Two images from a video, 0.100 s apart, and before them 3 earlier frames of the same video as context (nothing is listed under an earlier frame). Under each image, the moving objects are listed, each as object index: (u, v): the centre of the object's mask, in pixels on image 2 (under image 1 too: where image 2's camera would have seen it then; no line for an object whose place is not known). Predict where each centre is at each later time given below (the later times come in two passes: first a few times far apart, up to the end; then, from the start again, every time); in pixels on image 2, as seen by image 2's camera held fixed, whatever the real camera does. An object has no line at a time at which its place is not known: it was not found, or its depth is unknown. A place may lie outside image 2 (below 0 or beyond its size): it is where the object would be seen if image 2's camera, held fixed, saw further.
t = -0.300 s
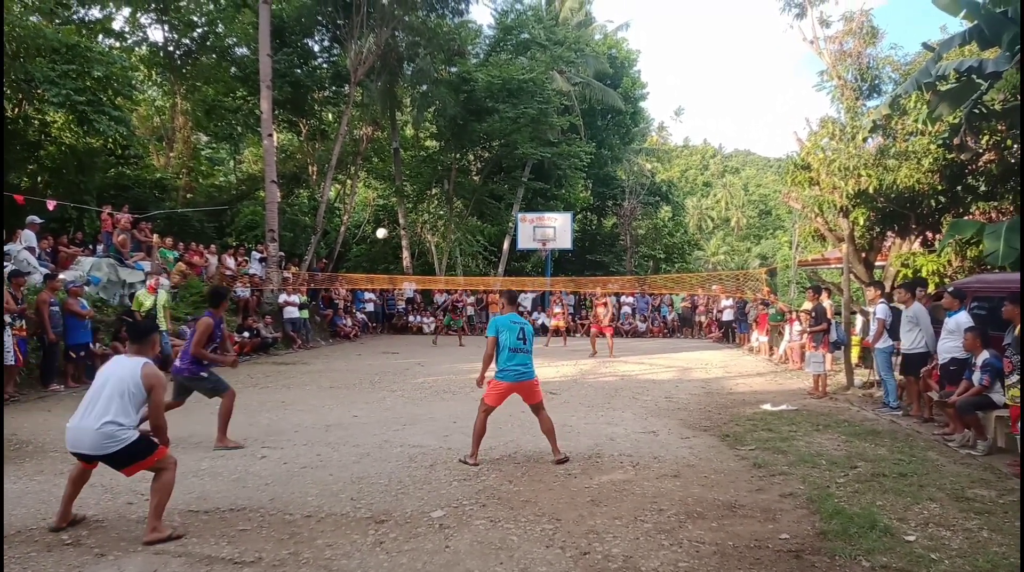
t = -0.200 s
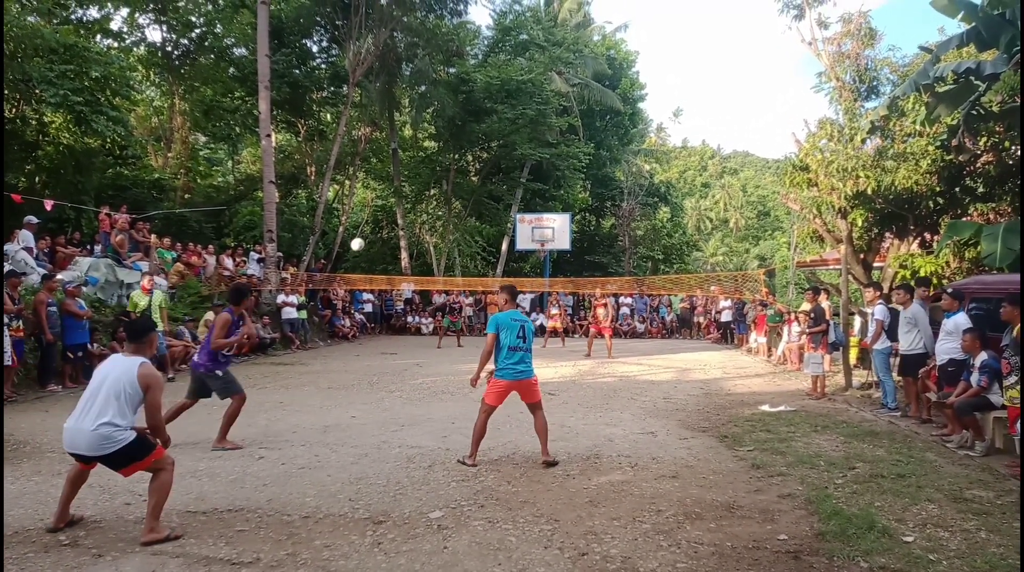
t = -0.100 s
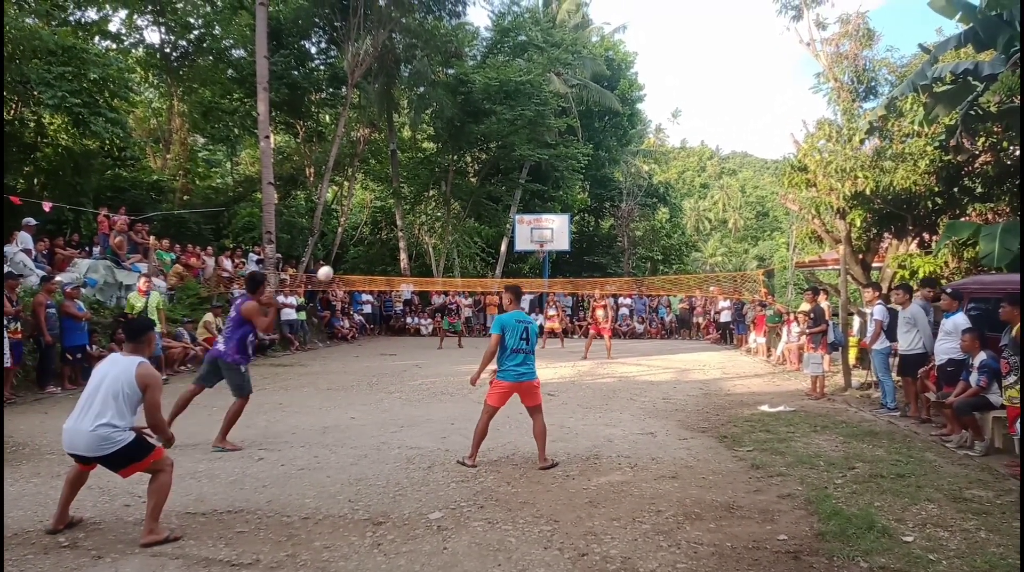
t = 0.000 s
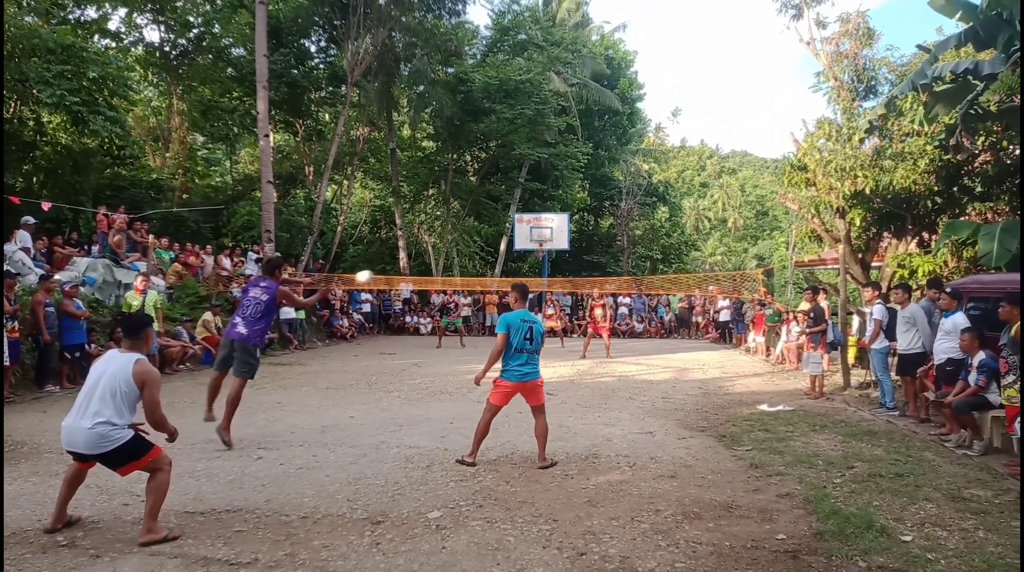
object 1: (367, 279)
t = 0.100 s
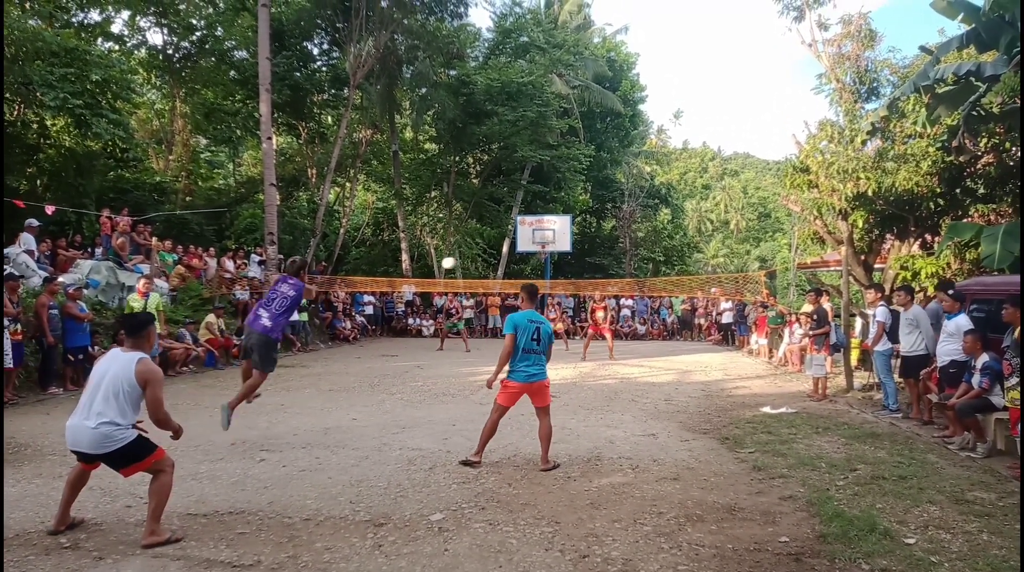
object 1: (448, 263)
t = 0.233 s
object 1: (522, 260)
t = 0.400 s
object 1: (583, 273)
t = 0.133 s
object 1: (470, 261)
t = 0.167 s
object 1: (489, 259)
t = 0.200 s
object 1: (506, 259)
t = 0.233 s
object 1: (522, 260)
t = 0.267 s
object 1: (536, 261)
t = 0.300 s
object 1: (549, 264)
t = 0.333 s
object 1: (561, 266)
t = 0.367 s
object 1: (572, 269)
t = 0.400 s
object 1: (583, 273)
